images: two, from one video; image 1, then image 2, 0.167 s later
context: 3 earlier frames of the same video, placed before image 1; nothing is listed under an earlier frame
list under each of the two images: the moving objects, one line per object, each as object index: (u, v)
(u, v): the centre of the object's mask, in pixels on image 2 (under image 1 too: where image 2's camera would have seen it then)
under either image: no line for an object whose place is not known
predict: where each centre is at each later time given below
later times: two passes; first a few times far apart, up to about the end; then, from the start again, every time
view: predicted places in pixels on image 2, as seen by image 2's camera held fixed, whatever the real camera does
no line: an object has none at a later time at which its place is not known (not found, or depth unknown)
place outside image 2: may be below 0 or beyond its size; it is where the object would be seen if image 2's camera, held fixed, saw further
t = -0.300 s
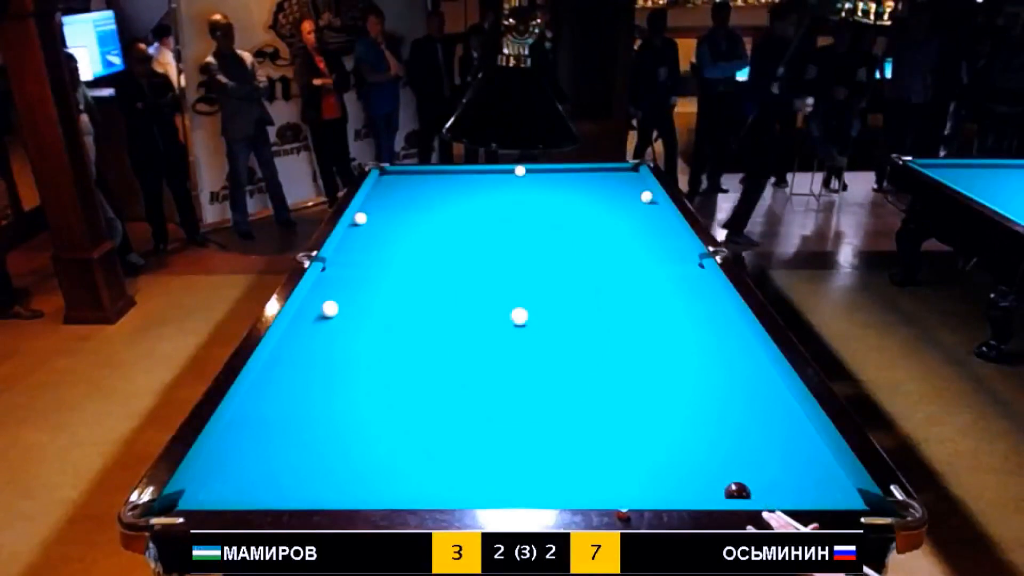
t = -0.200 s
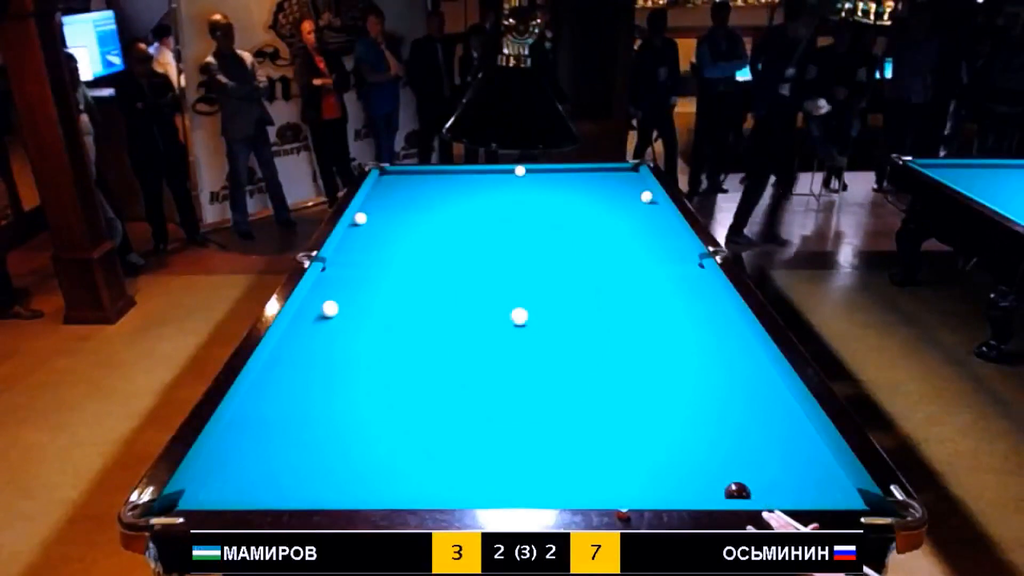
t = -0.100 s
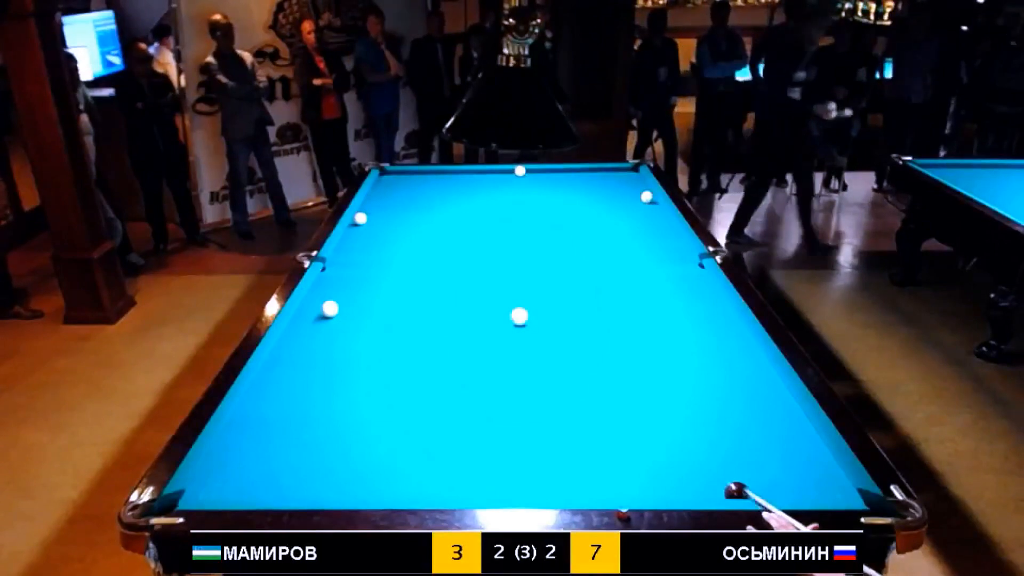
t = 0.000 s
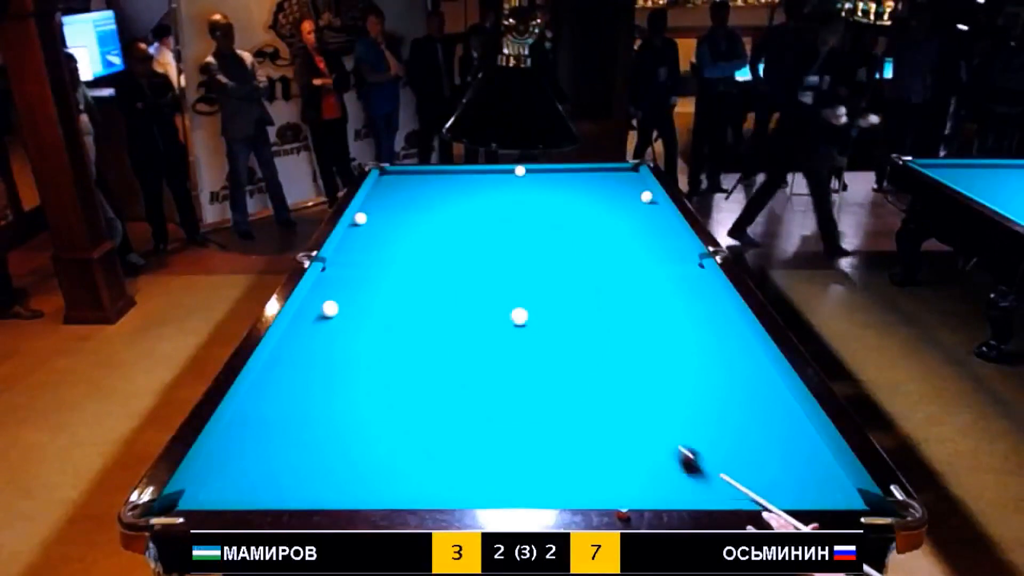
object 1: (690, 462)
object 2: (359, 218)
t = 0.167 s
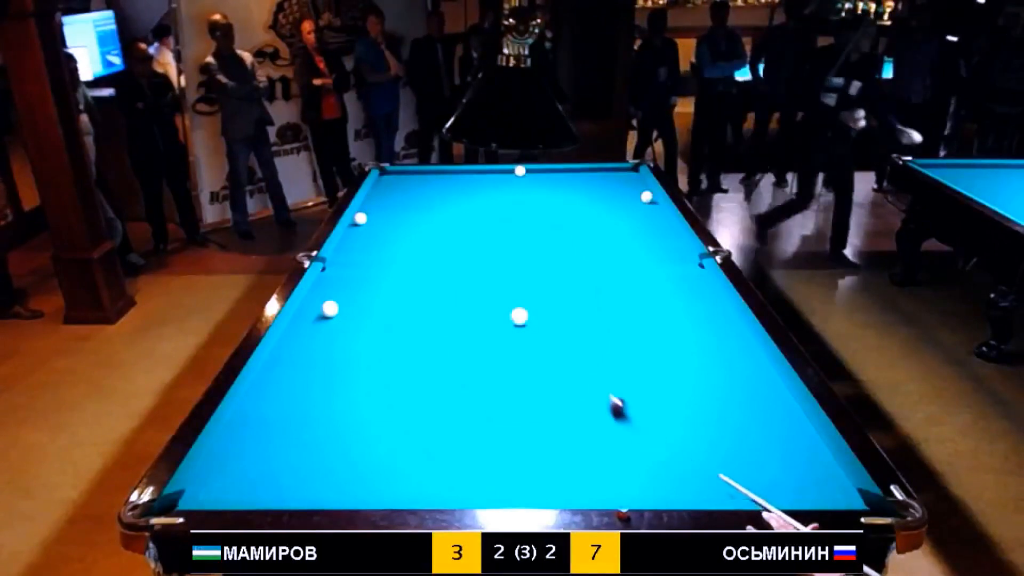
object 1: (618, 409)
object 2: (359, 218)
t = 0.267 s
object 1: (582, 382)
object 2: (359, 218)
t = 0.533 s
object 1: (506, 325)
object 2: (359, 218)
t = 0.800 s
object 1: (450, 284)
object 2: (359, 218)
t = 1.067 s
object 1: (405, 251)
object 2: (359, 218)
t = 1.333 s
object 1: (370, 225)
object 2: (359, 218)
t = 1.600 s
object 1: (372, 217)
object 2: (389, 209)
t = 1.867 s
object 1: (375, 209)
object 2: (420, 202)
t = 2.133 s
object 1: (378, 202)
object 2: (449, 196)
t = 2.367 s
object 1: (380, 197)
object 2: (473, 191)
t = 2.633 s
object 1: (382, 192)
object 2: (499, 185)
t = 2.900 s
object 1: (384, 187)
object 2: (522, 181)
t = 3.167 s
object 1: (386, 182)
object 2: (545, 175)
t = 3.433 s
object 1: (388, 178)
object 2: (565, 171)
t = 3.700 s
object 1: (390, 174)
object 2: (586, 170)
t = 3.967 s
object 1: (390, 173)
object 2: (605, 172)
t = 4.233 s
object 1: (390, 175)
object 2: (625, 174)
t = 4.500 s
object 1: (389, 177)
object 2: (635, 176)
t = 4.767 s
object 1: (388, 178)
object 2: (627, 179)
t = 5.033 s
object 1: (387, 180)
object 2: (618, 182)
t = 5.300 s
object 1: (386, 181)
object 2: (610, 185)
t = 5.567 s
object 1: (385, 182)
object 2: (602, 187)
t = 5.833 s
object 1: (385, 184)
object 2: (594, 189)
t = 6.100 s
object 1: (384, 184)
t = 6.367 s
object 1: (384, 185)
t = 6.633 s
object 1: (383, 185)
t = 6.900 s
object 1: (383, 186)
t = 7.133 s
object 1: (383, 186)
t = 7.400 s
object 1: (383, 186)
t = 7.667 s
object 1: (383, 187)
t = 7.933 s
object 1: (383, 187)
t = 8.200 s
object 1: (382, 187)
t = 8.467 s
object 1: (382, 187)
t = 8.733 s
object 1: (382, 187)
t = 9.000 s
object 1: (382, 187)
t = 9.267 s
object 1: (382, 187)
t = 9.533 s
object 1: (382, 187)
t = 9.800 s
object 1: (382, 187)
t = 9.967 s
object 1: (382, 187)
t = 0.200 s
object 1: (606, 399)
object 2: (359, 218)
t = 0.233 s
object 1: (594, 390)
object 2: (359, 218)
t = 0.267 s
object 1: (582, 382)
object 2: (359, 218)
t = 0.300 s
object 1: (572, 374)
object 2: (359, 218)
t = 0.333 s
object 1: (561, 366)
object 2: (359, 218)
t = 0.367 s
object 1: (551, 359)
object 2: (359, 218)
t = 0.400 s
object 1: (541, 352)
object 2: (359, 218)
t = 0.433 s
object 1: (532, 345)
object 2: (359, 218)
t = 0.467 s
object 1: (523, 338)
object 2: (359, 218)
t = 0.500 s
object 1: (515, 332)
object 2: (359, 218)
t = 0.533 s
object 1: (506, 325)
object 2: (359, 218)
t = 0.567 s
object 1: (498, 320)
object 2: (359, 218)
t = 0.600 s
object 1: (491, 314)
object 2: (359, 218)
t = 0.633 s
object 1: (483, 309)
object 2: (359, 218)
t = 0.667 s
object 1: (476, 303)
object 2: (359, 218)
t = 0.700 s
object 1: (469, 298)
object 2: (359, 218)
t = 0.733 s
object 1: (463, 293)
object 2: (359, 218)
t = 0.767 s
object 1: (456, 288)
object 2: (359, 218)
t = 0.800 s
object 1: (450, 284)
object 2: (359, 218)
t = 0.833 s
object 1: (444, 279)
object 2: (359, 218)
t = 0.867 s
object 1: (437, 275)
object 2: (359, 218)
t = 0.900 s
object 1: (432, 271)
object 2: (359, 218)
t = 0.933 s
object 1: (426, 267)
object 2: (359, 218)
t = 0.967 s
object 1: (421, 263)
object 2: (359, 218)
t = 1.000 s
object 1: (415, 259)
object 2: (359, 218)
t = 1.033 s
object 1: (410, 255)
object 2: (359, 218)
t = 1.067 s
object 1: (405, 251)
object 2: (359, 218)
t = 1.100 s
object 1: (401, 248)
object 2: (359, 218)
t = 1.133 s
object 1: (396, 244)
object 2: (359, 218)
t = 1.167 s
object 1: (391, 241)
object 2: (359, 218)
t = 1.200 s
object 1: (387, 238)
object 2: (359, 218)
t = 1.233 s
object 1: (383, 235)
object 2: (359, 218)
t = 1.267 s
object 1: (378, 232)
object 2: (359, 218)
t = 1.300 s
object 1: (375, 228)
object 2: (359, 218)
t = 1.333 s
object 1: (370, 225)
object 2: (359, 218)
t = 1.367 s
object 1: (366, 224)
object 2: (358, 218)
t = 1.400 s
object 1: (366, 222)
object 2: (358, 216)
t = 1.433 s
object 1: (368, 222)
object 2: (364, 213)
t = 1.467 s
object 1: (369, 221)
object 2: (370, 212)
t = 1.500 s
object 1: (371, 219)
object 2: (376, 211)
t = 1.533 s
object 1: (371, 219)
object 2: (381, 210)
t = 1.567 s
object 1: (372, 218)
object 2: (385, 210)
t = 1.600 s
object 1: (372, 217)
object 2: (389, 209)
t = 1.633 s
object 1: (372, 216)
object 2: (393, 208)
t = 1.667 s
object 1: (373, 215)
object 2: (397, 208)
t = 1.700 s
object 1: (373, 214)
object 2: (401, 207)
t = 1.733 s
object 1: (373, 213)
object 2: (405, 206)
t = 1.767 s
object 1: (374, 212)
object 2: (409, 205)
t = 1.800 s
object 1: (374, 211)
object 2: (413, 204)
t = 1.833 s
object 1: (374, 210)
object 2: (416, 203)
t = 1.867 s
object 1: (375, 209)
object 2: (420, 202)
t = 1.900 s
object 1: (375, 208)
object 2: (424, 202)
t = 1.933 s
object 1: (375, 208)
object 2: (428, 200)
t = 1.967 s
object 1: (375, 207)
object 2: (431, 200)
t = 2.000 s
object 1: (376, 206)
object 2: (435, 199)
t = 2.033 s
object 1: (377, 205)
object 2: (439, 198)
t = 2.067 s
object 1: (377, 204)
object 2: (442, 197)
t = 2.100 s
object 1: (377, 203)
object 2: (446, 197)
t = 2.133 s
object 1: (378, 202)
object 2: (449, 196)
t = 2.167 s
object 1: (378, 202)
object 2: (453, 195)
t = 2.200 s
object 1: (378, 201)
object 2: (456, 194)
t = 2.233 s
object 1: (378, 200)
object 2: (460, 194)
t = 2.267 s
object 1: (379, 200)
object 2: (463, 193)
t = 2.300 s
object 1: (379, 199)
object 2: (467, 192)
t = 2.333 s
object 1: (379, 198)
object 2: (470, 191)
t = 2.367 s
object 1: (380, 197)
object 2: (473, 191)
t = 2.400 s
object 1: (380, 197)
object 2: (476, 190)
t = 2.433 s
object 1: (380, 196)
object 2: (480, 189)
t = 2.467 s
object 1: (380, 195)
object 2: (483, 188)
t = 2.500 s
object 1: (381, 195)
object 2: (486, 188)
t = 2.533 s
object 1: (381, 194)
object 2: (489, 187)
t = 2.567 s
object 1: (381, 193)
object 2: (492, 186)
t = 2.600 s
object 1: (382, 192)
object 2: (495, 186)
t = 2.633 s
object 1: (382, 192)
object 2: (499, 185)
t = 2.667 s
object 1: (382, 191)
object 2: (502, 184)
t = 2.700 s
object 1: (382, 190)
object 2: (505, 184)
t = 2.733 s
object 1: (383, 190)
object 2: (508, 183)
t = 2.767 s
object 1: (383, 189)
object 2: (511, 182)
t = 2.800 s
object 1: (383, 188)
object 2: (513, 182)
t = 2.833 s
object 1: (384, 188)
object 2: (516, 182)
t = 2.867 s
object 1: (384, 187)
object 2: (519, 181)
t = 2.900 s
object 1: (384, 187)
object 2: (522, 181)
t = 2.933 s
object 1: (385, 186)
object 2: (526, 179)
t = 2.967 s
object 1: (385, 185)
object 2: (528, 179)
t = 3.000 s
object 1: (385, 185)
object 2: (531, 178)
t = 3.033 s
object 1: (385, 184)
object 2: (534, 177)
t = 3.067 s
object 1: (386, 184)
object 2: (537, 177)
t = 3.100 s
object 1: (386, 183)
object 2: (539, 176)
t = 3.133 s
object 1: (386, 182)
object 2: (542, 176)
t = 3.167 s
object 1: (386, 182)
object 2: (545, 175)
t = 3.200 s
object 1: (387, 181)
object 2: (547, 174)
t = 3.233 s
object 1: (387, 181)
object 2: (550, 174)
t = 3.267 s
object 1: (387, 180)
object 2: (553, 173)
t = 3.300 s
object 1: (387, 180)
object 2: (555, 173)
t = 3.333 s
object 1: (387, 179)
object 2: (558, 172)
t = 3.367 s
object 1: (388, 179)
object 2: (560, 172)
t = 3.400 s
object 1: (388, 178)
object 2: (563, 171)
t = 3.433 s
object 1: (388, 178)
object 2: (565, 171)
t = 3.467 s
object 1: (389, 177)
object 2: (568, 170)
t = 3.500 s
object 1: (389, 177)
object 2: (570, 169)
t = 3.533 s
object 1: (389, 176)
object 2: (573, 169)
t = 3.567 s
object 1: (389, 176)
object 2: (576, 169)
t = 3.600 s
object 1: (390, 175)
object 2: (578, 170)
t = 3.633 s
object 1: (390, 175)
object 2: (580, 169)
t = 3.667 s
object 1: (390, 175)
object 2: (583, 170)
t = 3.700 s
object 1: (390, 174)
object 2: (586, 170)
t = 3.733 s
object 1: (391, 173)
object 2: (588, 170)
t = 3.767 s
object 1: (391, 173)
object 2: (590, 170)
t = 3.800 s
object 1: (391, 172)
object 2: (593, 171)
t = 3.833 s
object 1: (391, 173)
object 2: (595, 171)
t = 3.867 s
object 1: (391, 173)
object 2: (598, 171)
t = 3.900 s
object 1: (390, 173)
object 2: (600, 172)
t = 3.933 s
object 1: (390, 173)
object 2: (603, 172)
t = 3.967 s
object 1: (390, 173)
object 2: (605, 172)
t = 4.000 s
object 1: (390, 173)
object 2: (608, 173)
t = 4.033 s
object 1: (390, 174)
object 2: (610, 173)
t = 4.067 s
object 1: (390, 174)
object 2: (613, 173)
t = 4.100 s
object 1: (390, 174)
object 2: (615, 173)
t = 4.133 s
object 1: (390, 174)
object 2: (617, 174)
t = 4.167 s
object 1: (390, 175)
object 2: (620, 174)
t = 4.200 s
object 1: (390, 175)
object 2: (622, 174)
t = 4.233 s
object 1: (390, 175)
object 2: (625, 174)
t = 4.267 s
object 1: (389, 176)
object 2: (627, 175)
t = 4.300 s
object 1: (389, 176)
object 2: (630, 175)
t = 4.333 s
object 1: (389, 176)
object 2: (632, 175)
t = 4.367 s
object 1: (389, 176)
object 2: (634, 175)
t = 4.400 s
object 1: (389, 176)
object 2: (636, 175)
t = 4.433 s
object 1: (389, 176)
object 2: (637, 176)
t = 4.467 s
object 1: (389, 177)
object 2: (636, 176)
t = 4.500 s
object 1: (389, 177)
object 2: (635, 176)
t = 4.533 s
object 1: (388, 177)
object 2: (634, 177)
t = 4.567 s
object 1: (388, 177)
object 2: (633, 177)
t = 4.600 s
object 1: (388, 177)
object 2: (632, 177)
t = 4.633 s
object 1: (388, 178)
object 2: (631, 178)
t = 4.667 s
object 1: (388, 177)
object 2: (630, 178)
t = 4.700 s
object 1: (388, 178)
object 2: (629, 179)
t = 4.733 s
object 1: (388, 178)
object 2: (628, 179)
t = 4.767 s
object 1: (388, 178)
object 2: (627, 179)
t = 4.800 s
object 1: (387, 179)
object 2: (625, 179)
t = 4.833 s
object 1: (387, 179)
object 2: (624, 180)
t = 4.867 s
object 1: (387, 179)
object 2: (623, 180)
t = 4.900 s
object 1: (387, 179)
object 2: (622, 181)
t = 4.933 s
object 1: (387, 179)
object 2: (621, 181)
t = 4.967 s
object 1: (387, 180)
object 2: (620, 181)
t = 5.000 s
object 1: (387, 180)
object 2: (619, 181)
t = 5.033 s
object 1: (387, 180)
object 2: (618, 182)
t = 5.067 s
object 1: (387, 180)
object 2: (617, 182)
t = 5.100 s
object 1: (387, 180)
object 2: (616, 183)
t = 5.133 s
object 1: (387, 180)
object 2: (615, 183)
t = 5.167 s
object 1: (387, 180)
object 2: (614, 183)
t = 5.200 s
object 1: (386, 181)
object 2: (613, 184)
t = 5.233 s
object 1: (386, 181)
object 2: (612, 184)
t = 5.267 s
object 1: (386, 181)
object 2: (611, 184)
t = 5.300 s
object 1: (386, 181)
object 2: (610, 185)
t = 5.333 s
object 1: (386, 181)
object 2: (609, 185)
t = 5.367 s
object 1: (386, 181)
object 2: (608, 185)
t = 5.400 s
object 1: (386, 182)
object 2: (607, 186)
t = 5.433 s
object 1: (385, 182)
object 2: (606, 186)
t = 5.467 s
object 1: (385, 182)
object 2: (605, 186)
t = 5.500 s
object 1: (385, 182)
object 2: (604, 187)
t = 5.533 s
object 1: (385, 182)
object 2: (603, 187)
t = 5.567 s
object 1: (385, 182)
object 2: (602, 187)
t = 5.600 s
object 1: (385, 183)
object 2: (601, 188)
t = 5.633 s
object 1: (385, 183)
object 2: (600, 188)
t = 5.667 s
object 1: (385, 183)
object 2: (599, 188)
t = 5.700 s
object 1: (385, 183)
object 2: (598, 188)
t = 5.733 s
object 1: (385, 183)
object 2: (597, 189)
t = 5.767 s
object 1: (385, 183)
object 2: (596, 189)
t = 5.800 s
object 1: (385, 184)
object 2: (595, 189)
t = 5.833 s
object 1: (385, 184)
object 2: (594, 189)
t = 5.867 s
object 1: (385, 184)
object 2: (593, 190)
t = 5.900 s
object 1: (384, 184)
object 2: (592, 190)
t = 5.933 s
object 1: (384, 184)
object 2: (592, 190)
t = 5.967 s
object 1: (384, 184)
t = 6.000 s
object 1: (384, 184)
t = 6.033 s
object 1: (384, 184)
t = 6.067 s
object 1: (384, 184)
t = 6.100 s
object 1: (384, 184)
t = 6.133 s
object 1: (384, 184)
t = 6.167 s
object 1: (384, 185)
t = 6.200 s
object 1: (384, 185)
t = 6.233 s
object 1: (384, 185)
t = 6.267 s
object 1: (384, 185)
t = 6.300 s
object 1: (384, 185)
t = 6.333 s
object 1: (384, 185)
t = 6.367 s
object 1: (384, 185)
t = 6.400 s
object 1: (384, 185)
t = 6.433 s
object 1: (384, 185)
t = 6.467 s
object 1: (384, 185)
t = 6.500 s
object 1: (384, 185)
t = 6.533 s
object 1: (384, 185)
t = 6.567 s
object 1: (384, 185)
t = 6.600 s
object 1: (384, 185)
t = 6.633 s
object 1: (383, 185)
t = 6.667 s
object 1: (383, 186)
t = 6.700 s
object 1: (383, 186)
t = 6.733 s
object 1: (383, 186)
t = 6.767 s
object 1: (383, 186)
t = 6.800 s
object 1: (383, 186)
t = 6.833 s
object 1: (383, 186)
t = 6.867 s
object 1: (383, 186)
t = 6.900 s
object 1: (383, 186)
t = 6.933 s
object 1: (383, 186)
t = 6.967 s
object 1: (383, 186)
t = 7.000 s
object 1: (383, 186)
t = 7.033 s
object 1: (383, 186)
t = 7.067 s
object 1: (383, 186)
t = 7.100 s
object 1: (383, 186)
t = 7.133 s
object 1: (383, 186)
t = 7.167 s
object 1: (383, 186)
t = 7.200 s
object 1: (383, 187)
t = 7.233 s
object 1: (383, 187)
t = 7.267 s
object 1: (383, 187)
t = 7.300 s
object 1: (383, 186)
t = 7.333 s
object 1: (383, 186)
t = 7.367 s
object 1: (383, 187)
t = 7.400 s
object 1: (383, 186)
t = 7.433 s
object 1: (383, 187)
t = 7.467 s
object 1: (383, 187)
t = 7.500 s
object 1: (383, 187)
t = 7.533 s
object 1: (383, 187)
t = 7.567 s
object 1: (383, 187)
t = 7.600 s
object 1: (383, 187)
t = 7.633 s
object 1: (383, 187)
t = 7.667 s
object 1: (383, 187)
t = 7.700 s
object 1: (383, 187)
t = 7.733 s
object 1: (383, 187)
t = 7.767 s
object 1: (383, 187)
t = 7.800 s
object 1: (383, 187)
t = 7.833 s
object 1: (383, 187)
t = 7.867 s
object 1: (383, 187)
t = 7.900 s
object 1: (383, 187)
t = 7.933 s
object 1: (383, 187)
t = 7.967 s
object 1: (383, 187)
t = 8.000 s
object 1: (383, 187)
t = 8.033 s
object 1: (383, 187)
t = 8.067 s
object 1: (383, 187)
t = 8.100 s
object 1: (383, 187)
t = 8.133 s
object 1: (382, 187)
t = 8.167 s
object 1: (382, 187)
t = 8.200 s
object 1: (382, 187)
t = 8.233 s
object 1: (382, 187)
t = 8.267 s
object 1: (382, 187)
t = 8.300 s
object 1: (382, 187)
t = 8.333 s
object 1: (382, 187)
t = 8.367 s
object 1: (382, 187)
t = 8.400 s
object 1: (382, 187)
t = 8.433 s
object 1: (382, 187)
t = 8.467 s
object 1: (382, 187)
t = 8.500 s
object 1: (382, 187)
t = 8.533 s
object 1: (382, 187)
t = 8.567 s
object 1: (382, 187)
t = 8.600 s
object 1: (382, 187)
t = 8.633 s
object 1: (382, 187)
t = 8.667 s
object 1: (382, 187)
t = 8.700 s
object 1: (382, 187)
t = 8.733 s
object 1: (382, 187)
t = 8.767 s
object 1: (382, 187)
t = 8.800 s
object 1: (382, 187)
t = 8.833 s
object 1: (382, 187)
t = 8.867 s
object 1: (382, 187)
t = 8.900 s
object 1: (382, 187)
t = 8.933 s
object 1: (382, 187)
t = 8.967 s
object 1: (382, 187)
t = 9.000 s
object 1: (382, 187)
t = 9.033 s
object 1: (382, 187)
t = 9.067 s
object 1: (382, 187)
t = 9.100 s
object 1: (382, 187)
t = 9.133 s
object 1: (382, 187)
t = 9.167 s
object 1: (382, 187)
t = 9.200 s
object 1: (382, 187)
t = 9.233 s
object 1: (382, 187)
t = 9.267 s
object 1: (382, 187)
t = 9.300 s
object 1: (382, 187)
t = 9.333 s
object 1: (382, 187)
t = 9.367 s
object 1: (382, 187)
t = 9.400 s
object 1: (382, 187)
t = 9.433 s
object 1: (382, 187)
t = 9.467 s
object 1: (382, 187)
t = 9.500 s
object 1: (382, 187)
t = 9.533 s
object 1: (382, 187)
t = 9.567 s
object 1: (382, 187)
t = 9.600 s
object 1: (382, 187)
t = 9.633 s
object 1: (382, 187)
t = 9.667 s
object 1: (382, 187)
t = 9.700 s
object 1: (382, 187)
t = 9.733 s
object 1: (382, 187)
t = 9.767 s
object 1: (382, 187)
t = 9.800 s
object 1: (382, 187)
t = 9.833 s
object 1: (382, 187)
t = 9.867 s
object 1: (382, 187)
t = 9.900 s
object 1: (382, 187)
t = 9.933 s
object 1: (382, 187)
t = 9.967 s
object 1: (382, 187)
